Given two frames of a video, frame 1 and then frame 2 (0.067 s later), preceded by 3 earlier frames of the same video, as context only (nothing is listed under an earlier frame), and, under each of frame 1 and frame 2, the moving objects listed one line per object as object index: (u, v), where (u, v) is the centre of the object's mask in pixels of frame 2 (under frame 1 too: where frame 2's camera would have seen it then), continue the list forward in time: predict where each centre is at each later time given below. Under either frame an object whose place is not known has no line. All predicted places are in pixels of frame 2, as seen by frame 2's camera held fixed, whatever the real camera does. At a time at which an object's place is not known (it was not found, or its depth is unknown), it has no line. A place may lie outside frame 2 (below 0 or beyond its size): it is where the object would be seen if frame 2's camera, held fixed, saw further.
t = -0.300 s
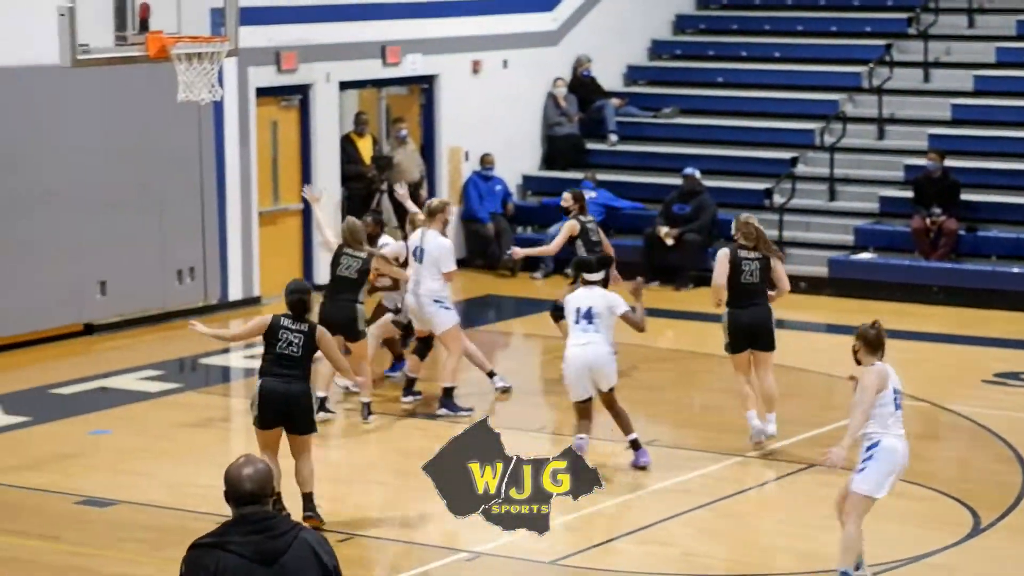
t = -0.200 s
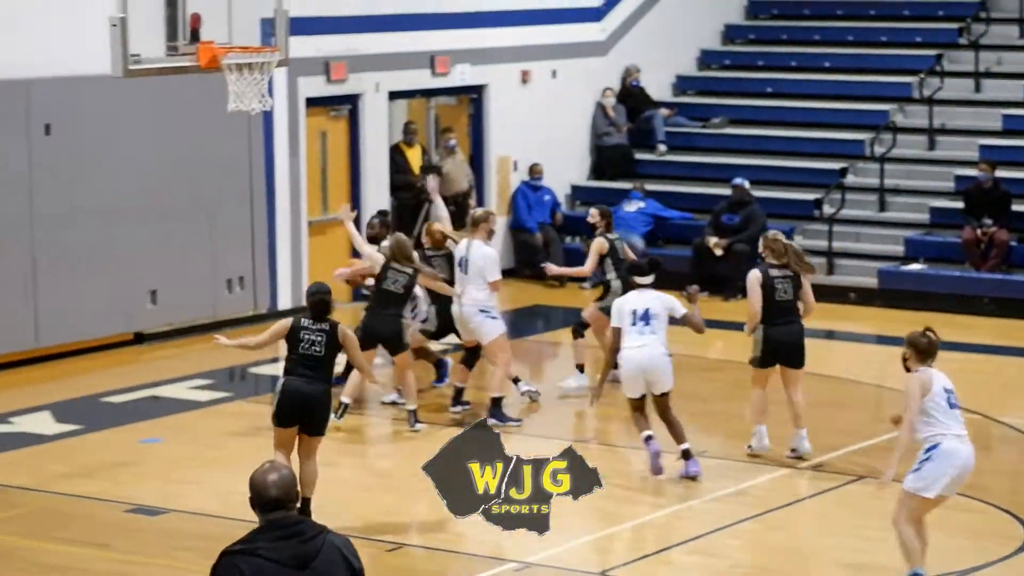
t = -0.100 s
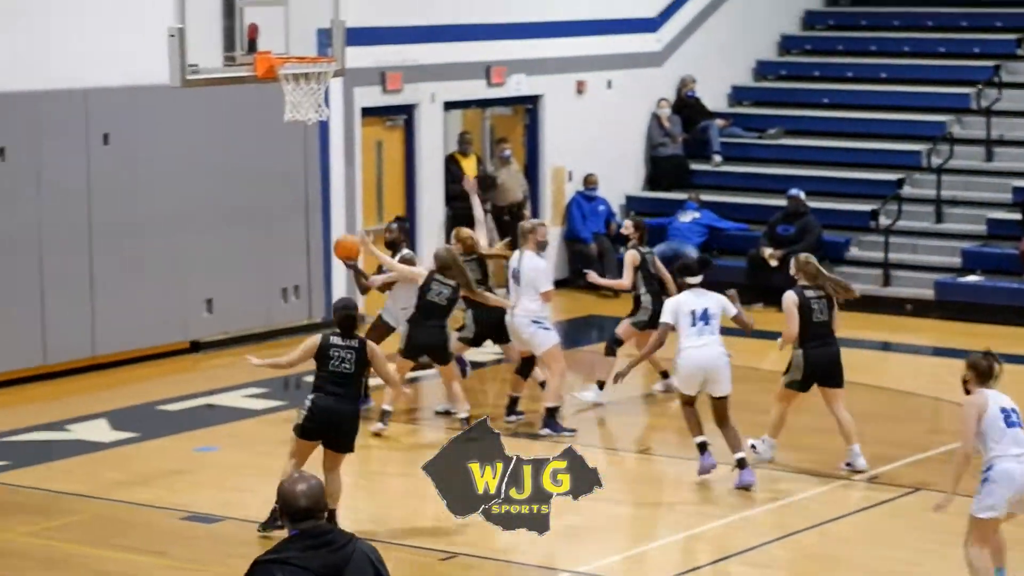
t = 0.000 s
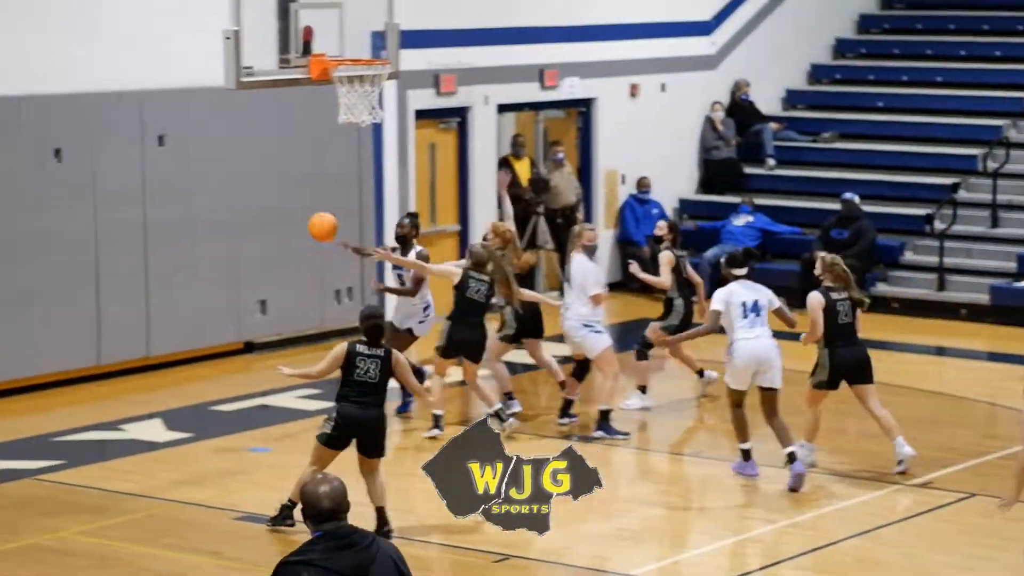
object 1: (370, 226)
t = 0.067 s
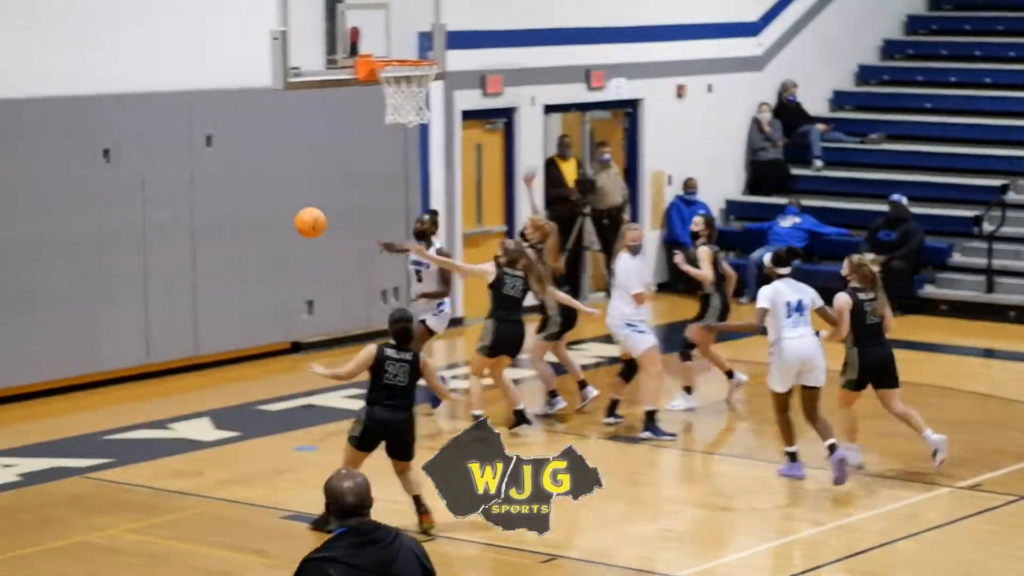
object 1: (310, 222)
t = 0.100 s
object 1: (279, 222)
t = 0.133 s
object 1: (246, 223)
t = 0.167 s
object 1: (212, 226)
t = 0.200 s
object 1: (177, 230)
